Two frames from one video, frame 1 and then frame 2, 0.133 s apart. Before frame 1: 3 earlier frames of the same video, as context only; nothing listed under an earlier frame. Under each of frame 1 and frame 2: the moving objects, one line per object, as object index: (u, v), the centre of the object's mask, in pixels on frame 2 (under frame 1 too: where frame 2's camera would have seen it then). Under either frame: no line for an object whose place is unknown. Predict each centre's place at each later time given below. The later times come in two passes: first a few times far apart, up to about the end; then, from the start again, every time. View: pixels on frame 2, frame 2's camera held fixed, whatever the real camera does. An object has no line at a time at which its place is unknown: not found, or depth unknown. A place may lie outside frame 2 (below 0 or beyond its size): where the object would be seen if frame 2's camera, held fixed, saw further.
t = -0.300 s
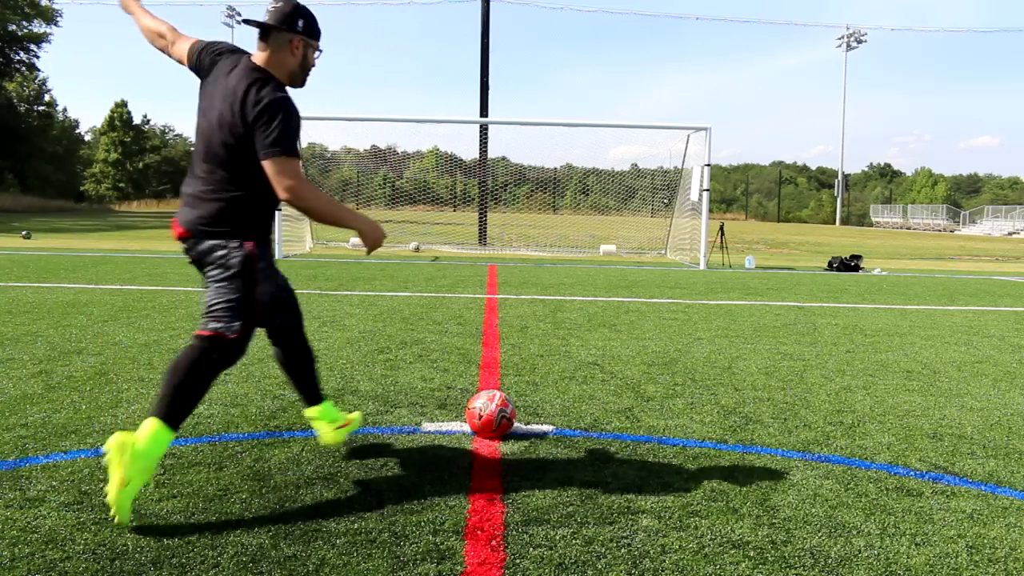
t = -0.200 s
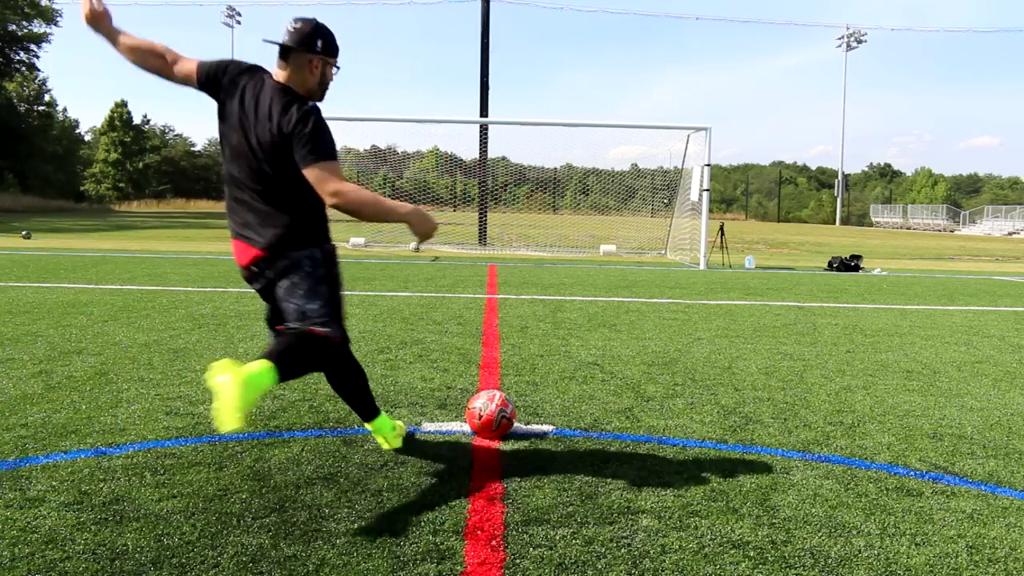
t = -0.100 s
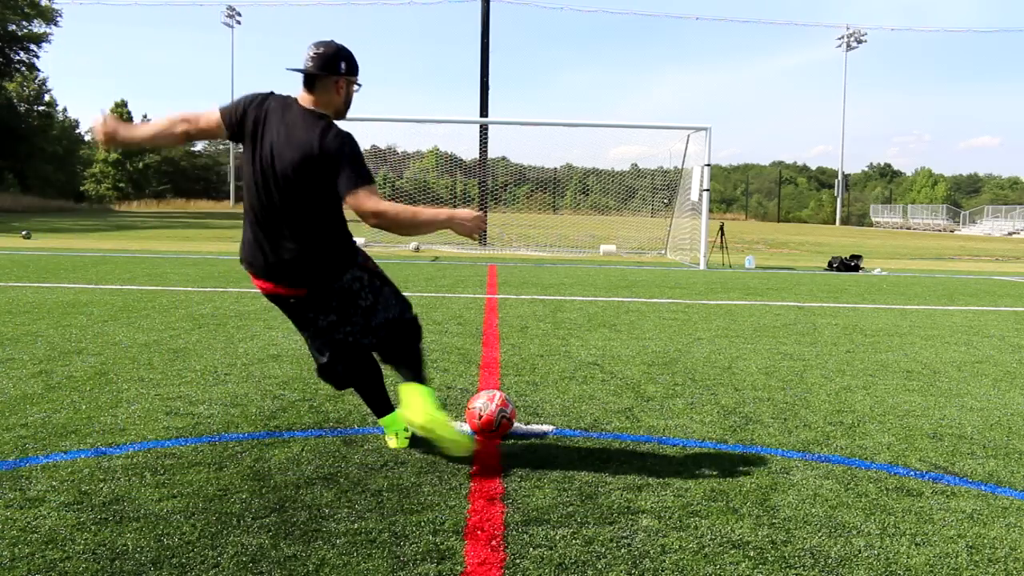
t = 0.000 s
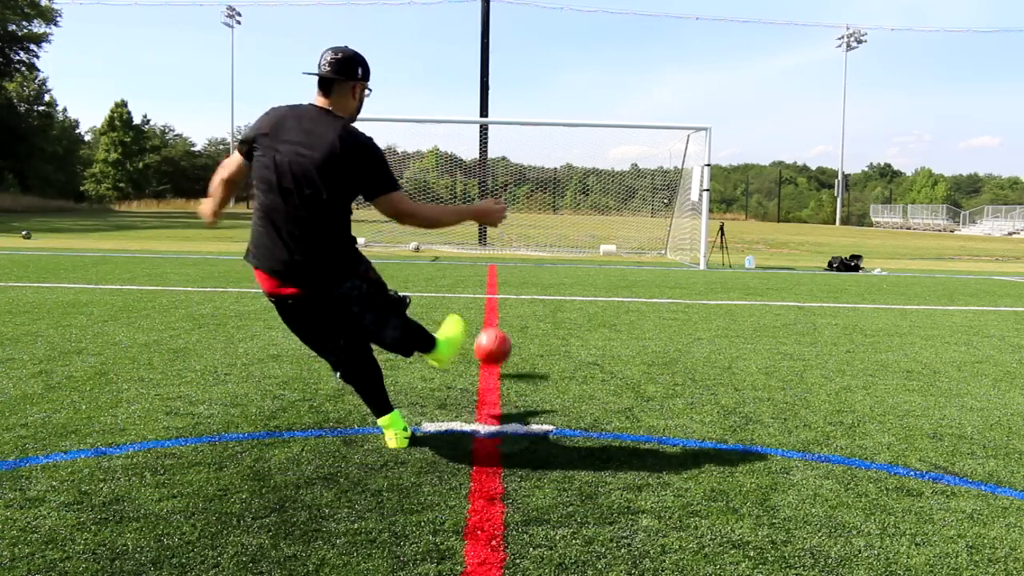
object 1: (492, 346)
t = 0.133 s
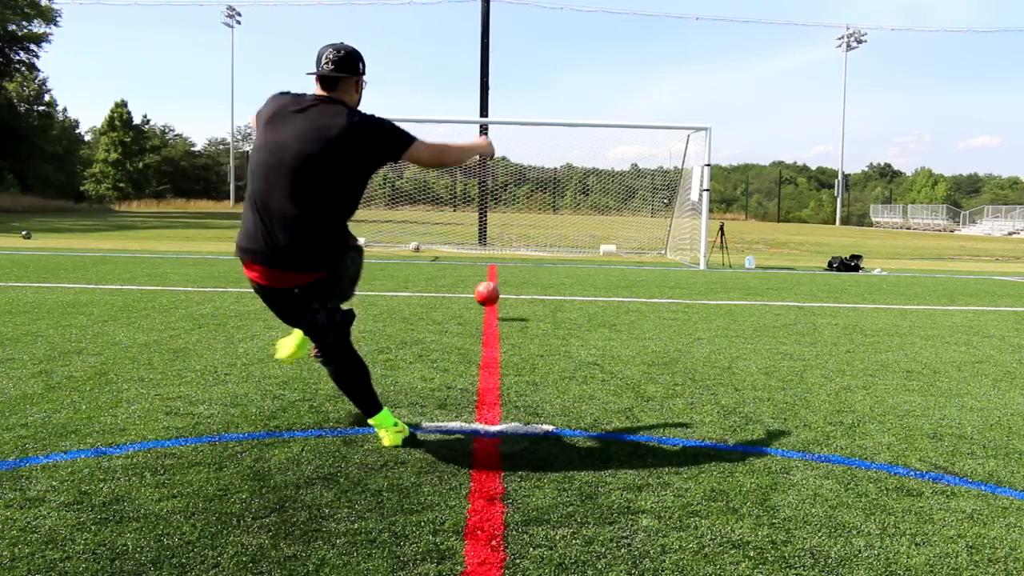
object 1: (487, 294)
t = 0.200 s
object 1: (482, 286)
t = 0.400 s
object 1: (468, 262)
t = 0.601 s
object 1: (455, 257)
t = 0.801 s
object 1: (445, 248)
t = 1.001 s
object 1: (439, 233)
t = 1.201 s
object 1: (442, 213)
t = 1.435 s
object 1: (449, 216)
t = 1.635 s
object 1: (454, 241)
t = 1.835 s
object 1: (457, 240)
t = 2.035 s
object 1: (459, 249)
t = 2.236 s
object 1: (459, 248)
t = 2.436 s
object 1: (459, 249)
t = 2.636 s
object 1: (459, 250)
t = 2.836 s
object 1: (459, 250)
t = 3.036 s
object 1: (458, 250)
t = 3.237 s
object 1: (459, 250)
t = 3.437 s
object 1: (459, 250)
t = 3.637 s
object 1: (459, 250)
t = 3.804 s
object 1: (458, 250)
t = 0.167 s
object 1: (484, 289)
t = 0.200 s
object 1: (482, 286)
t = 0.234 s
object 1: (480, 285)
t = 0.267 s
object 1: (477, 283)
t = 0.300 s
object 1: (475, 276)
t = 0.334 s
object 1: (473, 269)
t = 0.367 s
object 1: (471, 264)
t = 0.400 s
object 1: (468, 262)
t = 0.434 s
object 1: (466, 260)
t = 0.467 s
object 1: (465, 254)
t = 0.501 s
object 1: (462, 259)
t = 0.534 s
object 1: (459, 259)
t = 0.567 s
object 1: (457, 260)
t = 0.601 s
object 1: (455, 257)
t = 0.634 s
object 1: (454, 255)
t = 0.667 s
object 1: (452, 253)
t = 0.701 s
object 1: (450, 253)
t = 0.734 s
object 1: (448, 253)
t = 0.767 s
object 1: (446, 251)
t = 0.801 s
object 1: (445, 248)
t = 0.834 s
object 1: (443, 245)
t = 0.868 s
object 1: (442, 244)
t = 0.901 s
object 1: (440, 243)
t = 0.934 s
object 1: (439, 243)
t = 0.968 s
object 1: (439, 239)
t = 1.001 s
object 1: (439, 233)
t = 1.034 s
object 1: (439, 229)
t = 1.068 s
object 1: (440, 224)
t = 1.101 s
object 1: (440, 221)
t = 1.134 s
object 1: (440, 218)
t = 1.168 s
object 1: (441, 216)
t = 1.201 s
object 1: (442, 213)
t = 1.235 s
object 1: (443, 212)
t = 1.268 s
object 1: (444, 211)
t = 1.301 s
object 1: (445, 211)
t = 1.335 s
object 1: (446, 212)
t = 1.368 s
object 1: (447, 213)
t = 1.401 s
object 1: (448, 214)
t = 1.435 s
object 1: (449, 216)
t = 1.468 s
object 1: (450, 219)
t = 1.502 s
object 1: (451, 223)
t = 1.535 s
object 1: (452, 226)
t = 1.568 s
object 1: (453, 231)
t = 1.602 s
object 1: (453, 236)
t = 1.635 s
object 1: (454, 241)
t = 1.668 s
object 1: (455, 247)
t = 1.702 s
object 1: (456, 247)
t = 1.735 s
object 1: (456, 244)
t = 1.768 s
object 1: (456, 242)
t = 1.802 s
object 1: (457, 240)
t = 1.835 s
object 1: (457, 240)
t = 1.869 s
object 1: (457, 240)
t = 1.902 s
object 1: (457, 241)
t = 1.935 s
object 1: (458, 243)
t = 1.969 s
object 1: (458, 245)
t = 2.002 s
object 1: (458, 247)
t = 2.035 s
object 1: (459, 249)
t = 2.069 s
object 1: (459, 248)
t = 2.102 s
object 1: (459, 247)
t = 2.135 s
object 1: (459, 246)
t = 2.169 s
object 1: (459, 247)
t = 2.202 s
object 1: (458, 247)
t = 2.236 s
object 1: (459, 248)
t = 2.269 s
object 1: (459, 249)
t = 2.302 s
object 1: (459, 250)
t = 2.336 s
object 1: (459, 249)
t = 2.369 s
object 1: (459, 248)
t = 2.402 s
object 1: (459, 249)
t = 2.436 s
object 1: (459, 249)
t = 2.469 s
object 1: (459, 249)
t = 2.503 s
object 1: (459, 249)
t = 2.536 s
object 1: (459, 250)
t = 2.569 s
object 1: (459, 250)
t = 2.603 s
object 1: (459, 250)
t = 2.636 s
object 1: (459, 250)
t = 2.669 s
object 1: (459, 250)
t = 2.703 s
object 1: (459, 250)
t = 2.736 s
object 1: (459, 250)
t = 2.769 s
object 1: (459, 250)
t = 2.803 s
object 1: (459, 250)
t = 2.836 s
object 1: (459, 250)
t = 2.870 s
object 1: (459, 250)
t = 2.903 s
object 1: (459, 250)
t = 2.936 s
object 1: (459, 250)
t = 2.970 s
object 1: (459, 250)
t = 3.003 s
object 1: (459, 250)
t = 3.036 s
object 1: (458, 250)
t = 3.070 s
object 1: (459, 250)
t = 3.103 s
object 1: (459, 250)
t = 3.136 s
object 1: (459, 250)
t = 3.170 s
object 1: (459, 250)
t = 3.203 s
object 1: (459, 250)
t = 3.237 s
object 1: (459, 250)
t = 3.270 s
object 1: (459, 250)
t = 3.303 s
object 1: (459, 250)
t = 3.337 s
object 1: (459, 250)
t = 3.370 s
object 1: (459, 250)
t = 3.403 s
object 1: (459, 250)
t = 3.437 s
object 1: (459, 250)
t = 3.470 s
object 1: (459, 250)
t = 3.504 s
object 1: (459, 250)
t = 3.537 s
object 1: (459, 250)
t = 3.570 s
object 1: (459, 250)
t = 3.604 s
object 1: (459, 250)
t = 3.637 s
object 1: (459, 250)
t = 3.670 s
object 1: (459, 250)
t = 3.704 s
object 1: (459, 250)
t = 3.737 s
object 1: (458, 250)
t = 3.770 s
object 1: (458, 250)
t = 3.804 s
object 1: (458, 250)
